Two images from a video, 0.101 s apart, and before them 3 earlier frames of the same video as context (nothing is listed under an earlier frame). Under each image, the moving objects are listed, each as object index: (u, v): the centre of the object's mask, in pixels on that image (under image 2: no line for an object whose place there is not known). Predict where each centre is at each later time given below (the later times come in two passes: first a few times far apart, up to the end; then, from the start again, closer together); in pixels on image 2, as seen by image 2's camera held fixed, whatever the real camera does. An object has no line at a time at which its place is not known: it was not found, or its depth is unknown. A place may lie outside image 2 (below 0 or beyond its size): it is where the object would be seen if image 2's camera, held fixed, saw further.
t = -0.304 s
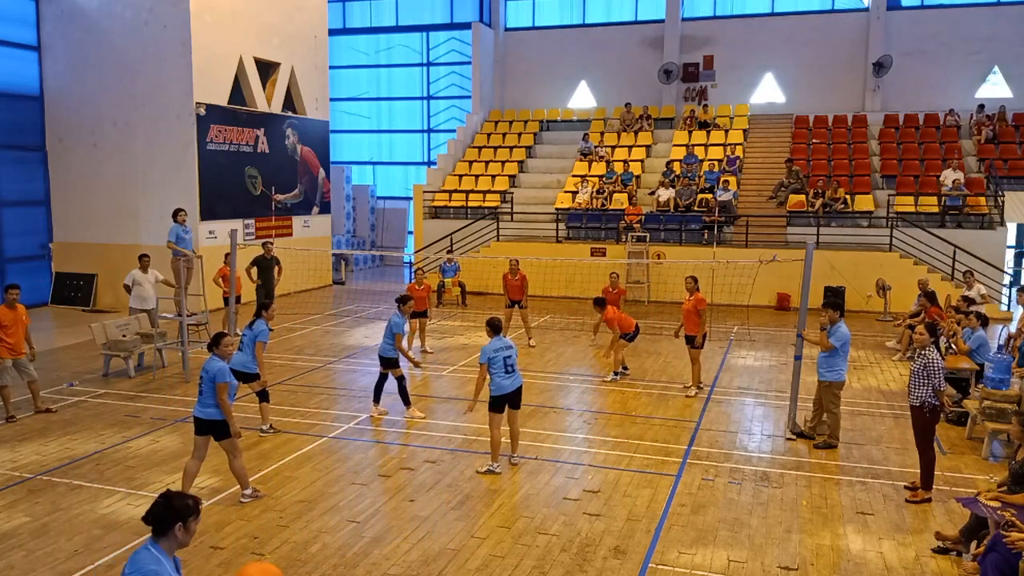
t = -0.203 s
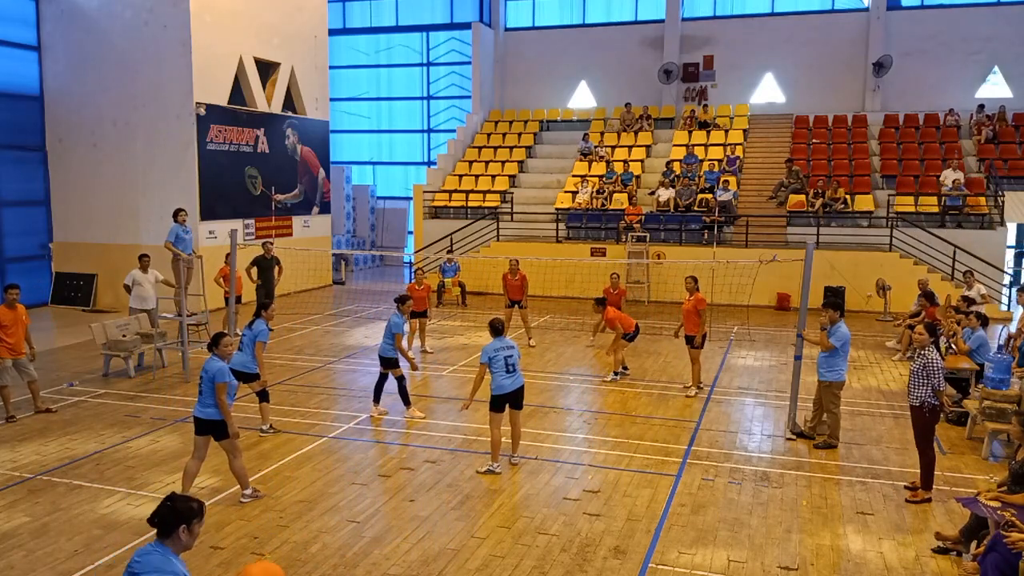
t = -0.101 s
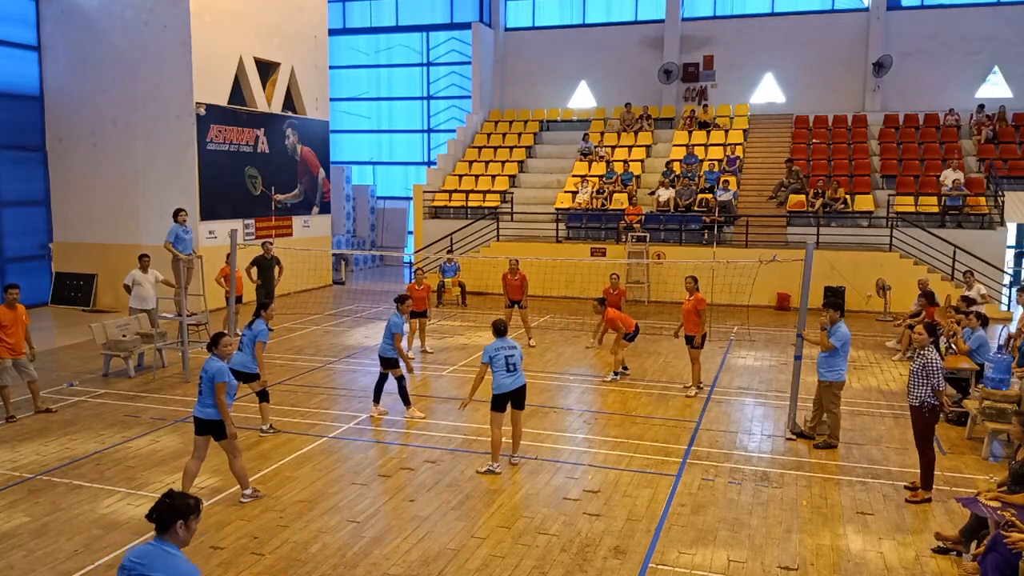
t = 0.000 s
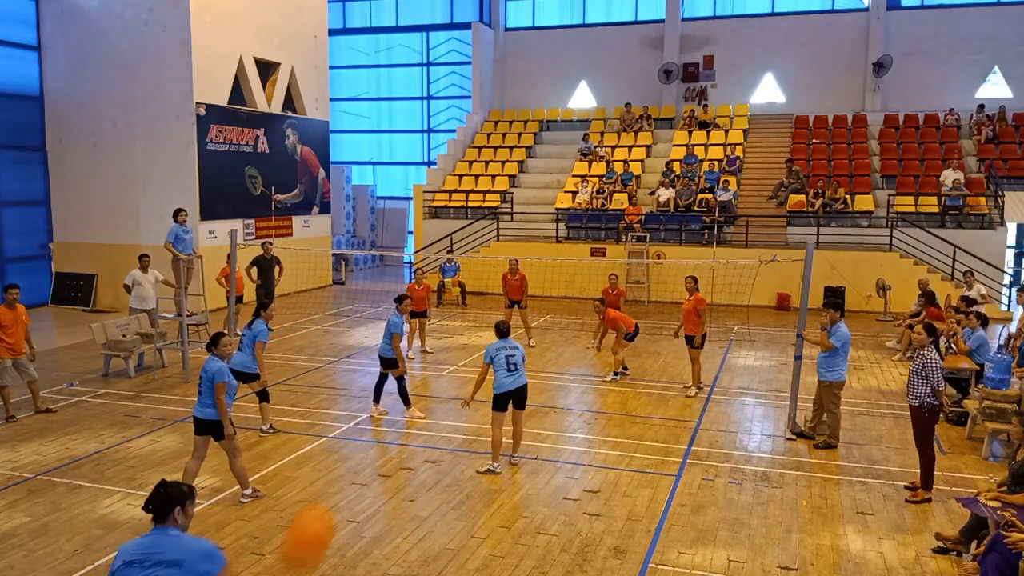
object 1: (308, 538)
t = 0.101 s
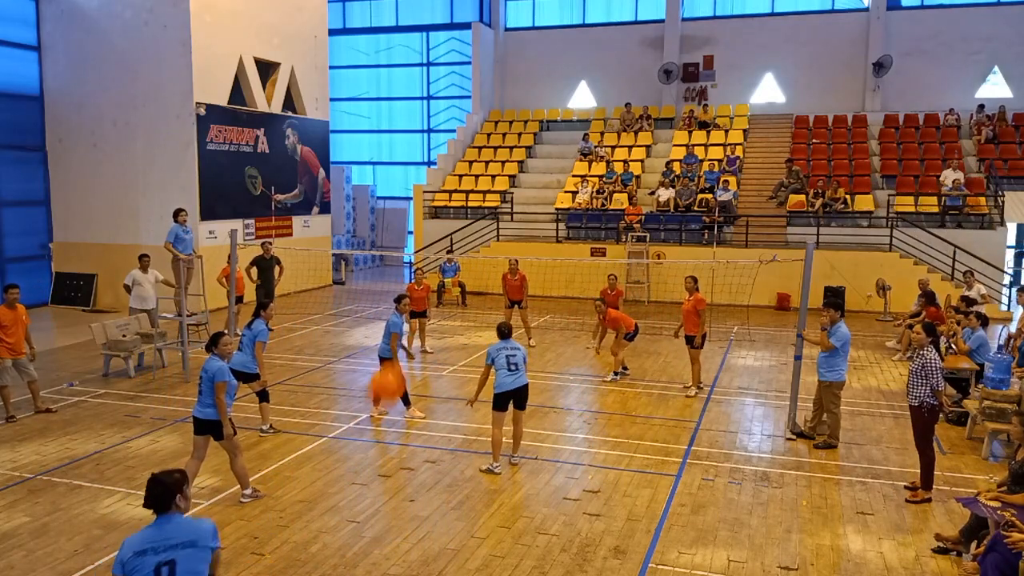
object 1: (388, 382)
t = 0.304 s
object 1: (467, 247)
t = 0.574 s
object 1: (517, 208)
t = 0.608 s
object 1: (521, 209)
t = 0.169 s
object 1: (421, 318)
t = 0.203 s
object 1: (432, 297)
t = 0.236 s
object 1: (446, 277)
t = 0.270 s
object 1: (457, 260)
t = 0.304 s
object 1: (467, 247)
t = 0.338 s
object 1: (476, 237)
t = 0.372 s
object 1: (484, 227)
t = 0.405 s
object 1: (491, 221)
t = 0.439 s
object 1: (497, 216)
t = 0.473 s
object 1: (503, 212)
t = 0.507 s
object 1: (507, 210)
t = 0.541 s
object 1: (512, 208)
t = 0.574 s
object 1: (517, 208)
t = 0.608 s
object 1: (521, 209)
